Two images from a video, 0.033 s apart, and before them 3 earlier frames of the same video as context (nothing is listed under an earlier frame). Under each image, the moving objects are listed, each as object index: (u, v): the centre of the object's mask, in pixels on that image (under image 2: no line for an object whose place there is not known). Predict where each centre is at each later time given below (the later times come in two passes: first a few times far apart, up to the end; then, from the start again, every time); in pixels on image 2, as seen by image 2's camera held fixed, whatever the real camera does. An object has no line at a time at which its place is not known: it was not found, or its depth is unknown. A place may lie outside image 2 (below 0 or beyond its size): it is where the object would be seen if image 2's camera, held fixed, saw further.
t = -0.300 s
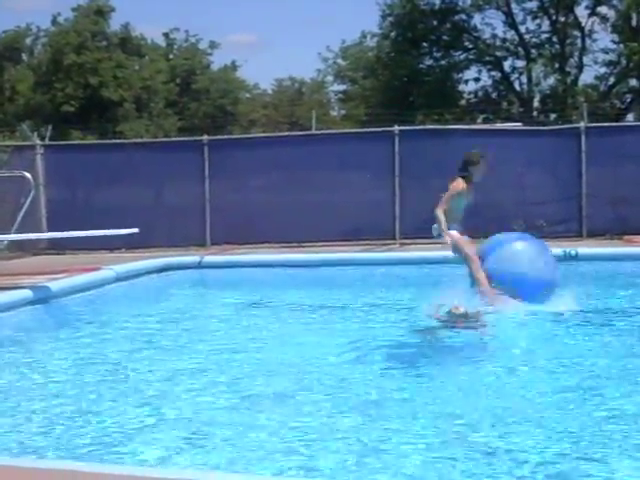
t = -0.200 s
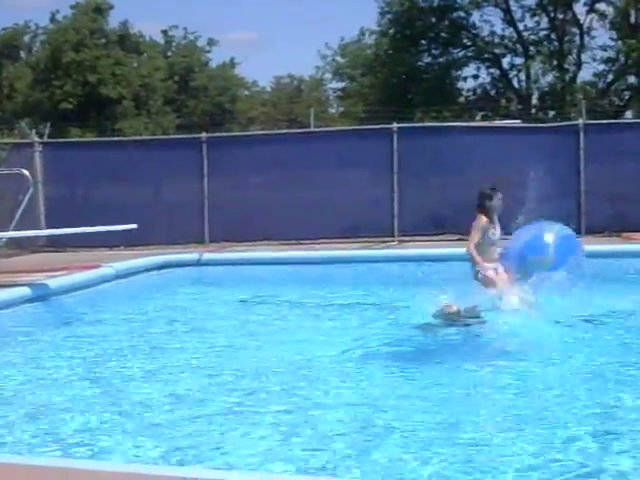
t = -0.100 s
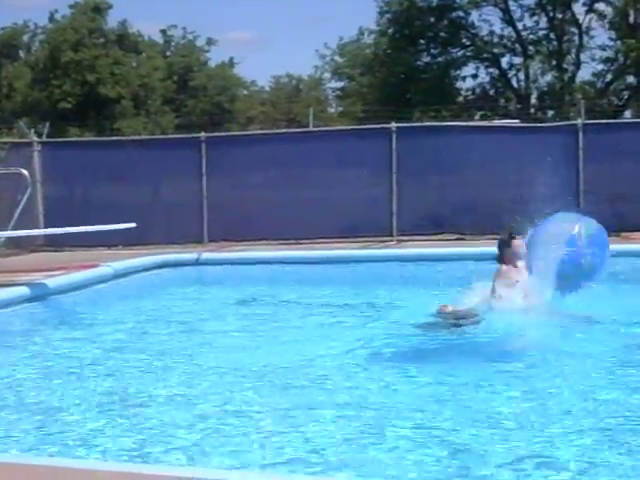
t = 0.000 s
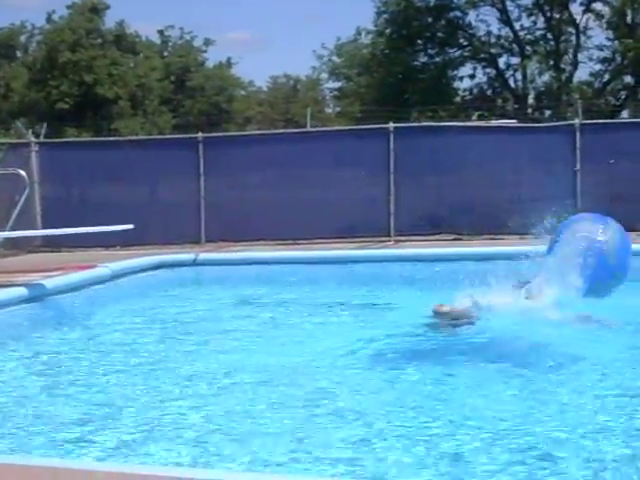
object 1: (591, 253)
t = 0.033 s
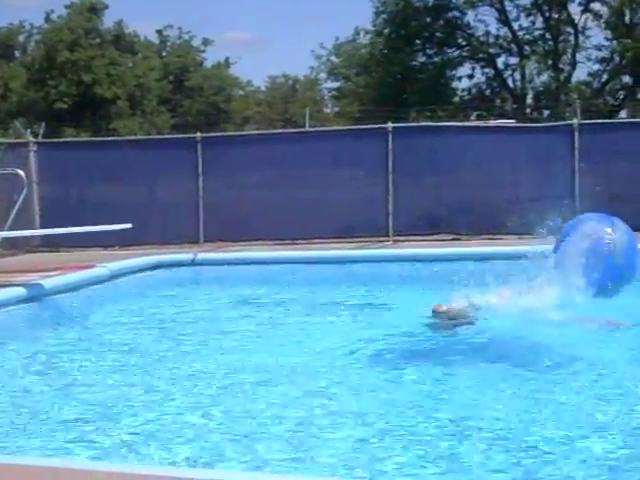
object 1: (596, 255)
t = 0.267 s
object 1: (627, 261)
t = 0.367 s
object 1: (635, 263)
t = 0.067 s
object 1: (603, 255)
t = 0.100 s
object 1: (608, 257)
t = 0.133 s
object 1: (612, 259)
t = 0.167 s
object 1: (616, 261)
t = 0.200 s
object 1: (621, 262)
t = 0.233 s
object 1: (624, 261)
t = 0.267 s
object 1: (627, 261)
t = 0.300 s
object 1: (631, 262)
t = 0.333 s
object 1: (633, 262)
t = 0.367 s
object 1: (635, 263)
